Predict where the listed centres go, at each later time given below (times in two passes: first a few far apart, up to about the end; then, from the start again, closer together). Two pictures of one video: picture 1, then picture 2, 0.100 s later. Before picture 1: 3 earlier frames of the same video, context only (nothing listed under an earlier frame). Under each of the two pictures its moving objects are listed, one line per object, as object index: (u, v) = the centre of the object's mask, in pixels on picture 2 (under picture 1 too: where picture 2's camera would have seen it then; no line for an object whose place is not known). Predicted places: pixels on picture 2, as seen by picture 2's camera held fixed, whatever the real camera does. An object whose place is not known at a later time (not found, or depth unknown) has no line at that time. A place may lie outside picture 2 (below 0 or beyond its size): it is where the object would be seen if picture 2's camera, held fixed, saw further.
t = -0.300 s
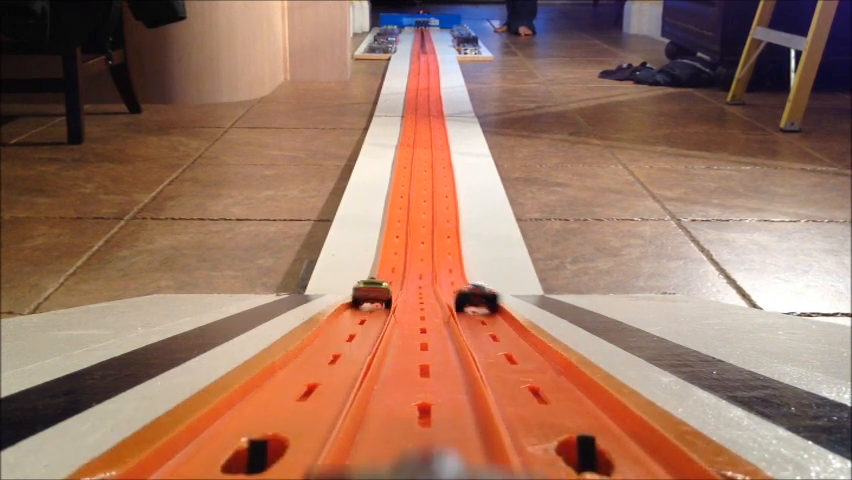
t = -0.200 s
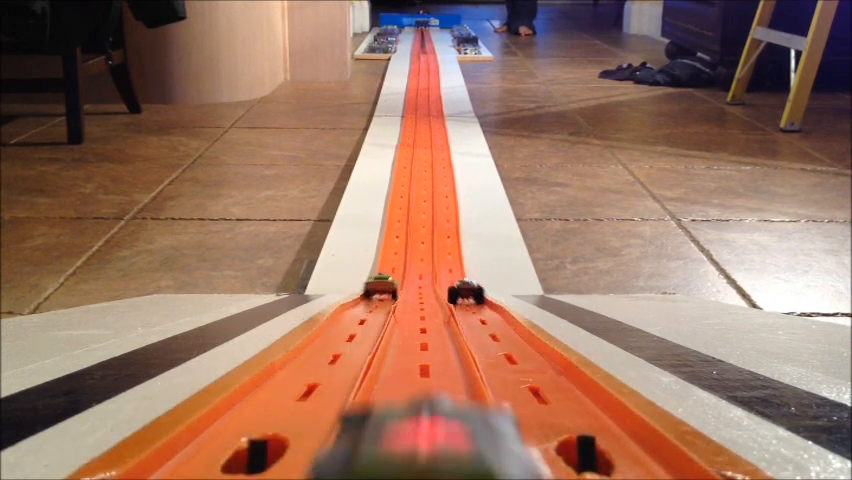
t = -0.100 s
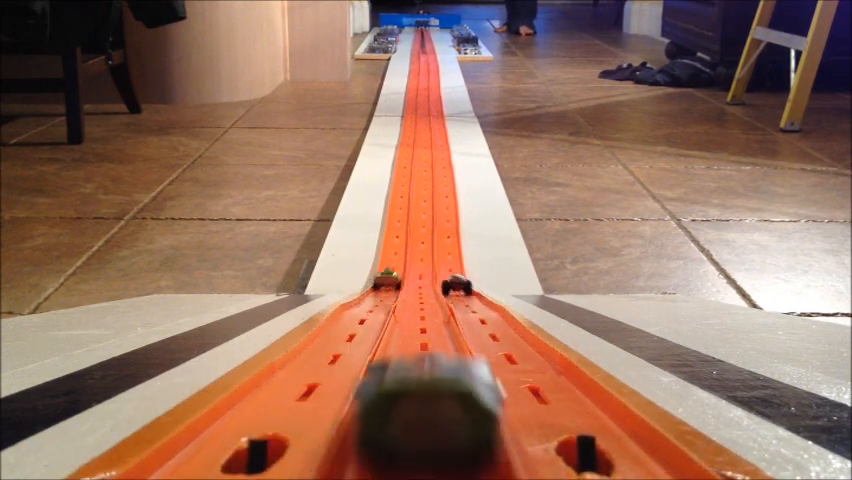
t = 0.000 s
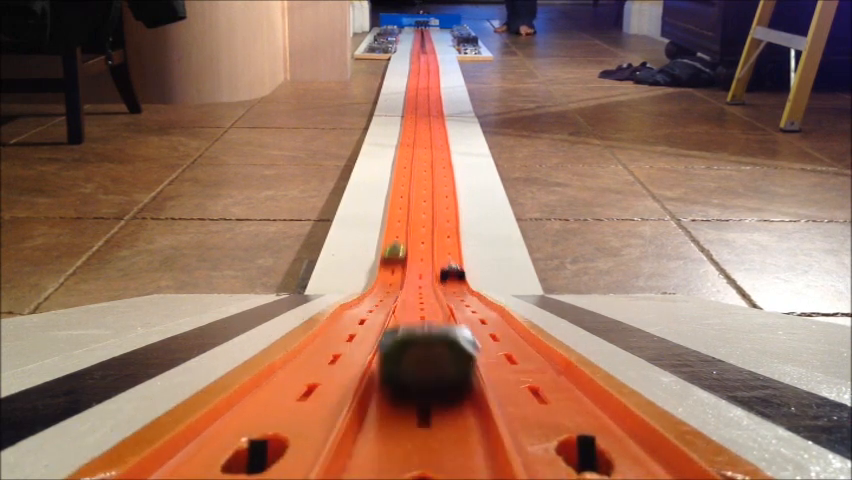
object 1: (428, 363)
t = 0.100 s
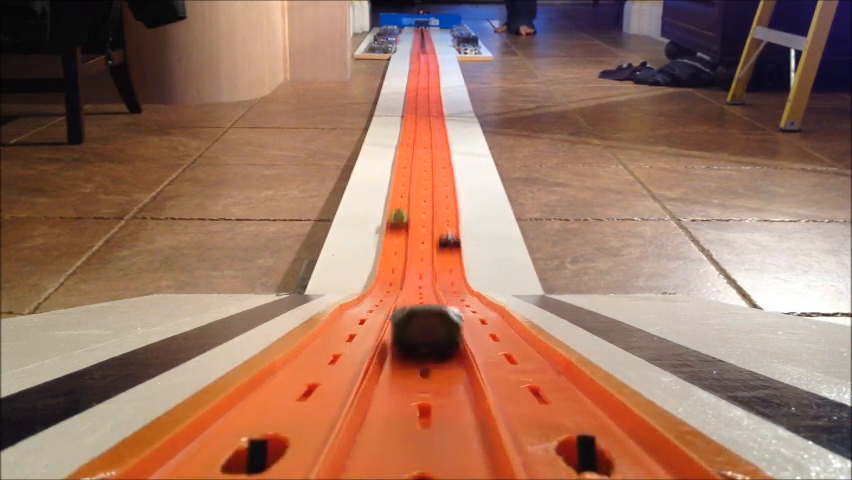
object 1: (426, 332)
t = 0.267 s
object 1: (420, 299)
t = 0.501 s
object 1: (421, 280)
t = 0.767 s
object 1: (424, 198)
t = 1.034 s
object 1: (422, 144)
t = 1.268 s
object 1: (423, 117)
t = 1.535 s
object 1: (421, 95)
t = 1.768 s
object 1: (422, 82)
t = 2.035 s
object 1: (423, 71)
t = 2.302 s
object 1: (424, 65)
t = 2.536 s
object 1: (424, 63)
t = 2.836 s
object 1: (424, 63)
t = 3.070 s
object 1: (424, 63)
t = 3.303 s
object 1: (424, 63)
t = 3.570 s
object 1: (424, 63)
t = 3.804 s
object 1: (424, 63)
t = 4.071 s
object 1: (424, 63)
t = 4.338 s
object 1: (424, 63)
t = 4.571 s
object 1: (424, 63)
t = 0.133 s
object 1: (426, 324)
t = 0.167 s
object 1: (425, 317)
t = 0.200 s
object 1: (425, 310)
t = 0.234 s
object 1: (422, 302)
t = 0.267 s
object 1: (420, 299)
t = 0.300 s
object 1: (422, 296)
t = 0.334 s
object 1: (422, 292)
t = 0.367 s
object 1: (421, 289)
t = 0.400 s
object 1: (421, 287)
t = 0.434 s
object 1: (420, 285)
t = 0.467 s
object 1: (421, 283)
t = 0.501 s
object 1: (421, 280)
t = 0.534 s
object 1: (421, 275)
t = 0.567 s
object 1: (422, 266)
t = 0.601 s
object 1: (422, 253)
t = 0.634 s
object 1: (422, 240)
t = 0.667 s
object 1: (423, 229)
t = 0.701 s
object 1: (423, 218)
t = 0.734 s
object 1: (424, 207)
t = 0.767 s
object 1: (424, 198)
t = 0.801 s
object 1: (424, 190)
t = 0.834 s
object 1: (424, 182)
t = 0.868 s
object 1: (425, 175)
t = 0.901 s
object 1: (425, 168)
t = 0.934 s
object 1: (425, 160)
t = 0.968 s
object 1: (423, 154)
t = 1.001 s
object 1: (423, 149)
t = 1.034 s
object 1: (422, 144)
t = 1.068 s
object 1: (421, 139)
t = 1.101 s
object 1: (421, 134)
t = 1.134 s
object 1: (421, 130)
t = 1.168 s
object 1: (421, 127)
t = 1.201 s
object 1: (421, 123)
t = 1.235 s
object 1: (422, 119)
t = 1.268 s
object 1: (423, 117)
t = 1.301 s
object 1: (423, 114)
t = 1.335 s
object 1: (422, 110)
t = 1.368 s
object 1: (422, 107)
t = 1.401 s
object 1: (421, 105)
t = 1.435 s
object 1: (420, 102)
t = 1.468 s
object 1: (420, 99)
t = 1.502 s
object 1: (421, 97)
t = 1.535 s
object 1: (421, 95)
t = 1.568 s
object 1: (421, 92)
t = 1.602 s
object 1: (421, 90)
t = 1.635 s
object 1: (421, 88)
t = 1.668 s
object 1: (422, 87)
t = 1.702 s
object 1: (422, 85)
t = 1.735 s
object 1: (422, 83)
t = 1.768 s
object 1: (422, 82)
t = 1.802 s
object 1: (422, 80)
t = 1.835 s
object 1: (422, 78)
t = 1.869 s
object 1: (422, 77)
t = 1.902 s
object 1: (423, 76)
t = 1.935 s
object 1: (423, 74)
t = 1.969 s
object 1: (423, 73)
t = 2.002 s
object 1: (423, 72)
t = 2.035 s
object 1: (423, 71)
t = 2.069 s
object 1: (423, 70)
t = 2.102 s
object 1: (423, 69)
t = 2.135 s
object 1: (423, 69)
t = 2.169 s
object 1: (423, 68)
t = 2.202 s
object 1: (423, 67)
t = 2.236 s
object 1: (423, 66)
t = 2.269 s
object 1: (423, 66)
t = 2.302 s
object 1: (424, 65)
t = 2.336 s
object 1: (423, 65)
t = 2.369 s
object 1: (424, 64)
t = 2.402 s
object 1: (423, 64)
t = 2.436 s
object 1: (424, 63)
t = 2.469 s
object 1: (424, 63)
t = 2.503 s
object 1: (424, 63)
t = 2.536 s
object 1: (424, 63)
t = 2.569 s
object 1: (424, 63)
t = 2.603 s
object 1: (424, 63)
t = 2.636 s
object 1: (424, 63)
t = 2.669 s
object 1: (424, 63)
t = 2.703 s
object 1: (424, 63)
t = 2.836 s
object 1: (424, 63)
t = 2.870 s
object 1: (424, 63)
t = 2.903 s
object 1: (424, 63)
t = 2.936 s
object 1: (424, 63)
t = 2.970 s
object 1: (424, 63)
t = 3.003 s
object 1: (424, 63)
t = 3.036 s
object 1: (424, 63)
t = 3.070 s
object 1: (424, 63)
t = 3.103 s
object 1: (424, 63)
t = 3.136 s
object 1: (424, 63)
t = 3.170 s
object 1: (424, 63)
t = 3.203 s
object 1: (424, 63)
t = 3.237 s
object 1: (424, 63)
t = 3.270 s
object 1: (424, 63)
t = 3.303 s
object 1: (424, 63)
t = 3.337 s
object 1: (424, 63)
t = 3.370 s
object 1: (424, 63)
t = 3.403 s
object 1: (424, 63)
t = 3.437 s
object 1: (424, 63)
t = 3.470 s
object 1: (424, 63)
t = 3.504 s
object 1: (424, 63)
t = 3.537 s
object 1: (424, 63)
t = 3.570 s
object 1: (424, 63)
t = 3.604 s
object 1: (424, 63)
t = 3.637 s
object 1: (424, 62)
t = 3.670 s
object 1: (424, 63)
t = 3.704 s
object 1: (424, 63)
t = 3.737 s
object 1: (424, 62)
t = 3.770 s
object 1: (424, 63)
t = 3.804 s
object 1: (424, 63)
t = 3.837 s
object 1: (424, 63)
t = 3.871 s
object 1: (424, 63)
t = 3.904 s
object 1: (424, 63)
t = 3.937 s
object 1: (424, 63)
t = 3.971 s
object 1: (424, 63)
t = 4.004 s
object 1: (424, 63)
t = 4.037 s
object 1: (424, 63)
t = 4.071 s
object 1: (424, 63)
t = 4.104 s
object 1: (424, 63)
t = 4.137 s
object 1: (424, 63)
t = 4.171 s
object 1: (424, 63)
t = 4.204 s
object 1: (424, 63)
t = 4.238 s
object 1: (424, 63)
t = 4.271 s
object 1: (424, 63)
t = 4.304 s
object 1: (424, 63)
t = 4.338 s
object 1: (424, 63)
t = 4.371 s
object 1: (424, 63)
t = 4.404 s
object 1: (424, 63)
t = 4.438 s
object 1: (424, 63)
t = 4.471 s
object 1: (424, 63)
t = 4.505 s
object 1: (424, 63)
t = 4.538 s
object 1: (424, 63)
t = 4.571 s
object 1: (424, 63)
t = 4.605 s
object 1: (424, 63)
